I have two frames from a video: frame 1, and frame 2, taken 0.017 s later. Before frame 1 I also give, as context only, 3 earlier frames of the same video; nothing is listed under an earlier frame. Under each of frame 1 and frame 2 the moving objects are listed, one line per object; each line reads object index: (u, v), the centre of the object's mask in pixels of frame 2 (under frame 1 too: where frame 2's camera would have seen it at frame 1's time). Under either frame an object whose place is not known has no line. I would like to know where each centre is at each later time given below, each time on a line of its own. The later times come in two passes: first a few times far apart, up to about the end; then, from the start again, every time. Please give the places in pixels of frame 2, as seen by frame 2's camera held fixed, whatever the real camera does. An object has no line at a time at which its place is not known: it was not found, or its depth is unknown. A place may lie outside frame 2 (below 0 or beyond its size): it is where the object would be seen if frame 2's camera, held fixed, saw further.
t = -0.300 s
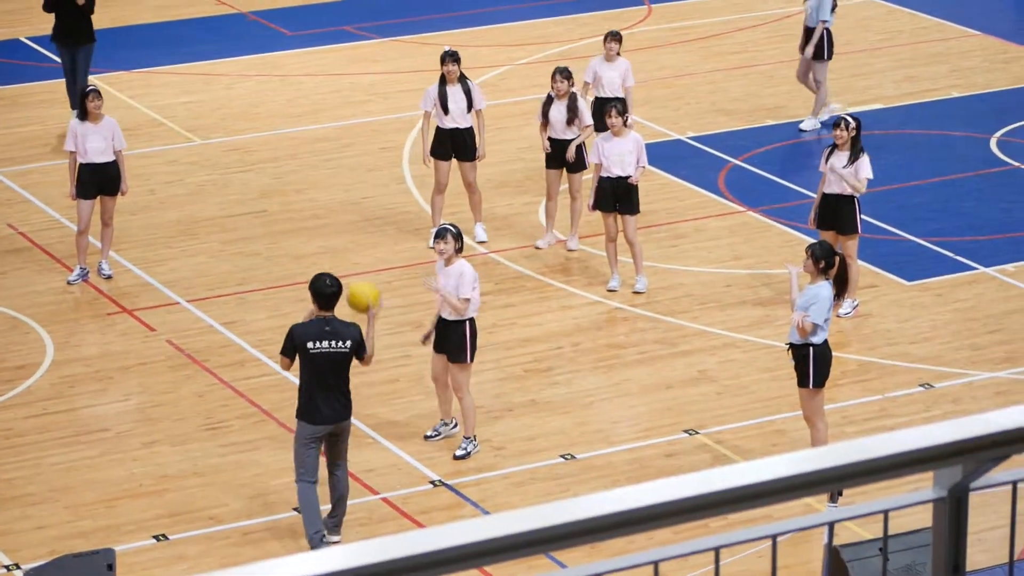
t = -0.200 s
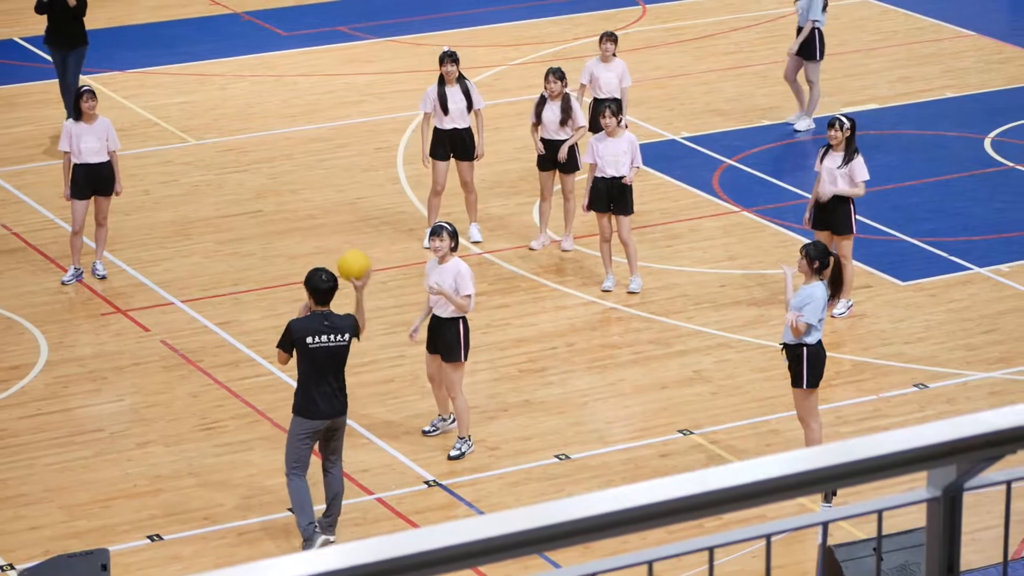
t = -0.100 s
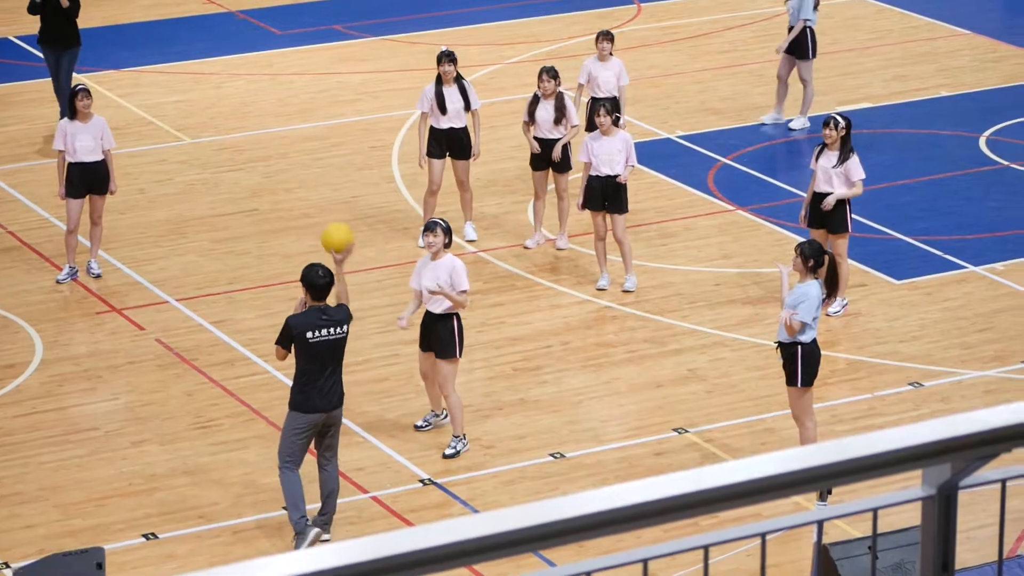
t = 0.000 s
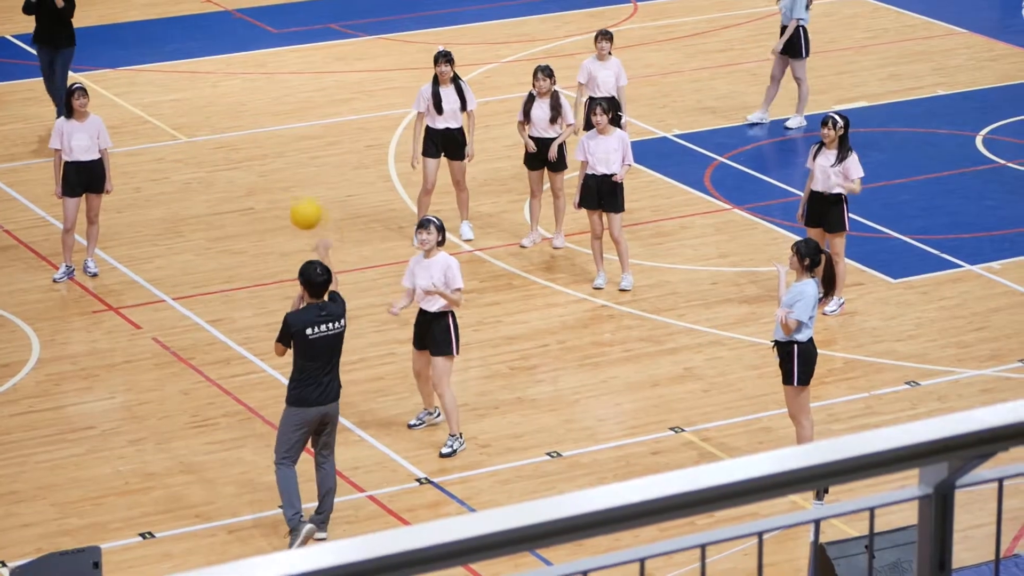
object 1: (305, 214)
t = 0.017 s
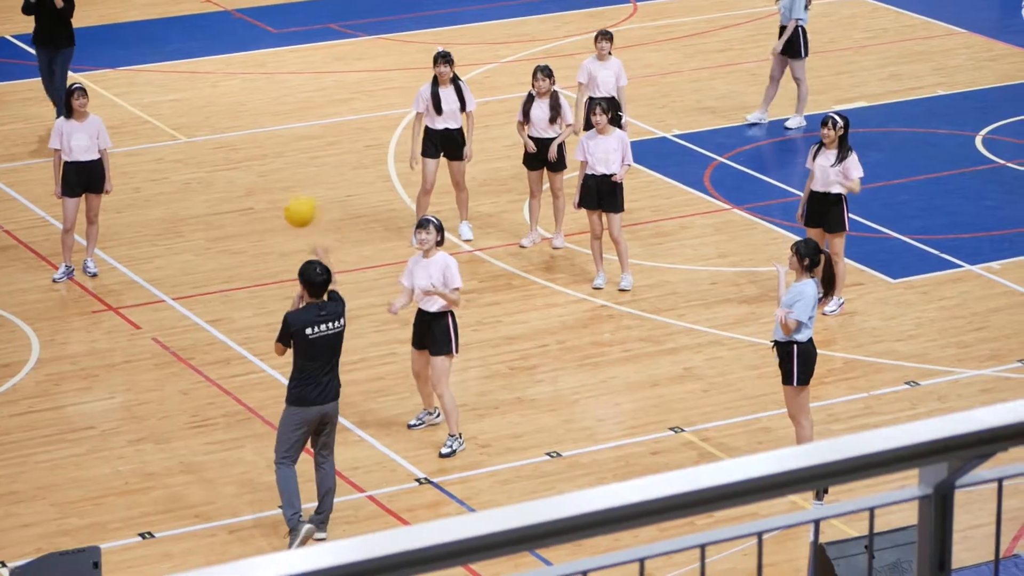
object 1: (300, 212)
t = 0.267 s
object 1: (220, 224)
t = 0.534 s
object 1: (158, 320)
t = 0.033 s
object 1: (293, 209)
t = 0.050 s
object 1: (288, 207)
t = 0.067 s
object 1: (282, 206)
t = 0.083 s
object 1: (276, 206)
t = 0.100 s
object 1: (271, 206)
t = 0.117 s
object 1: (266, 206)
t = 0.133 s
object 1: (260, 207)
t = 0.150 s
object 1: (255, 207)
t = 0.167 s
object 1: (250, 209)
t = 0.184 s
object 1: (245, 211)
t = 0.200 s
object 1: (240, 213)
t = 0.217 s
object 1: (235, 214)
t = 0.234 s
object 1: (230, 218)
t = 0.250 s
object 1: (224, 221)
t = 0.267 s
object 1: (220, 224)
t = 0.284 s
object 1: (216, 228)
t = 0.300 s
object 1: (212, 232)
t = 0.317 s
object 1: (207, 235)
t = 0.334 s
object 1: (203, 241)
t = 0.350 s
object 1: (199, 246)
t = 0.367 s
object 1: (194, 250)
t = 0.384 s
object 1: (191, 257)
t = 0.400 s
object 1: (187, 262)
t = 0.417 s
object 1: (183, 269)
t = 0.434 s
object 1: (180, 275)
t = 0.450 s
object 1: (175, 282)
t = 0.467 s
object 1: (173, 289)
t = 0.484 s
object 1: (168, 296)
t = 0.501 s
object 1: (165, 304)
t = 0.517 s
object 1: (161, 313)
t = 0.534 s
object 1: (158, 320)
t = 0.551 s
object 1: (155, 330)
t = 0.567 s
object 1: (151, 338)
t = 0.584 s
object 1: (148, 348)
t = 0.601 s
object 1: (146, 347)
